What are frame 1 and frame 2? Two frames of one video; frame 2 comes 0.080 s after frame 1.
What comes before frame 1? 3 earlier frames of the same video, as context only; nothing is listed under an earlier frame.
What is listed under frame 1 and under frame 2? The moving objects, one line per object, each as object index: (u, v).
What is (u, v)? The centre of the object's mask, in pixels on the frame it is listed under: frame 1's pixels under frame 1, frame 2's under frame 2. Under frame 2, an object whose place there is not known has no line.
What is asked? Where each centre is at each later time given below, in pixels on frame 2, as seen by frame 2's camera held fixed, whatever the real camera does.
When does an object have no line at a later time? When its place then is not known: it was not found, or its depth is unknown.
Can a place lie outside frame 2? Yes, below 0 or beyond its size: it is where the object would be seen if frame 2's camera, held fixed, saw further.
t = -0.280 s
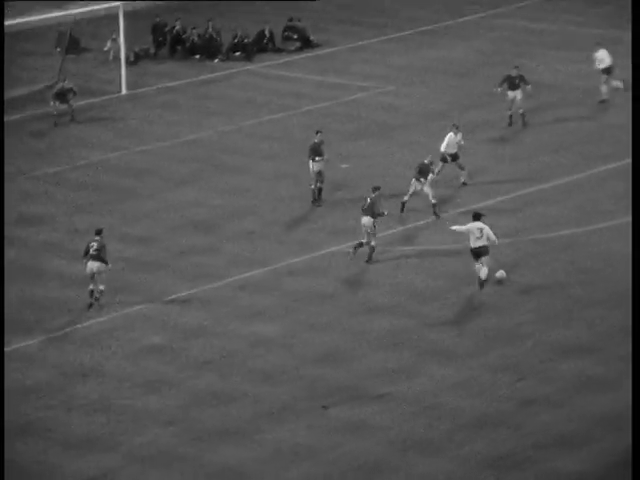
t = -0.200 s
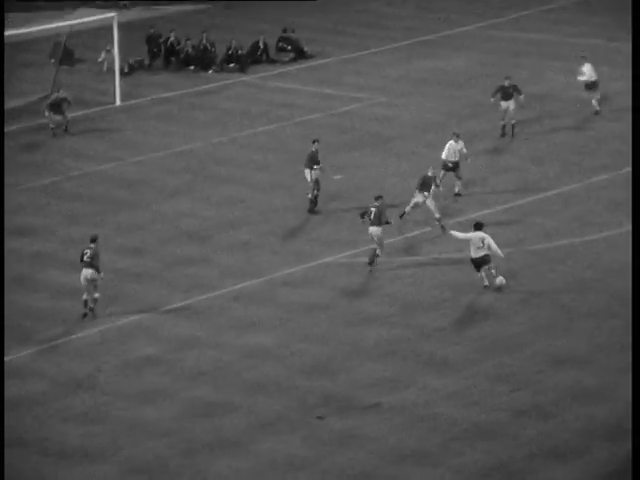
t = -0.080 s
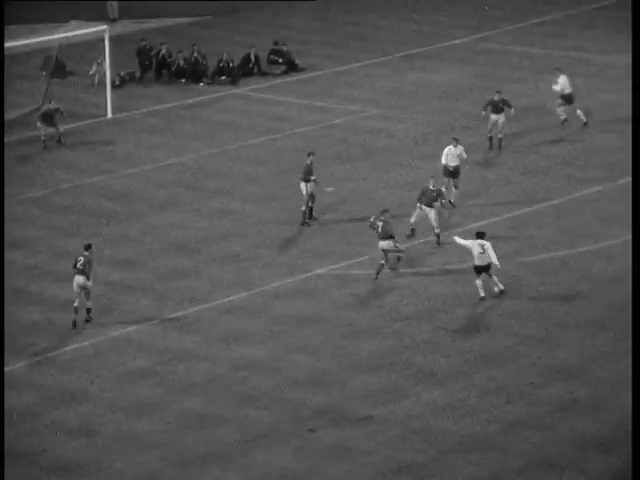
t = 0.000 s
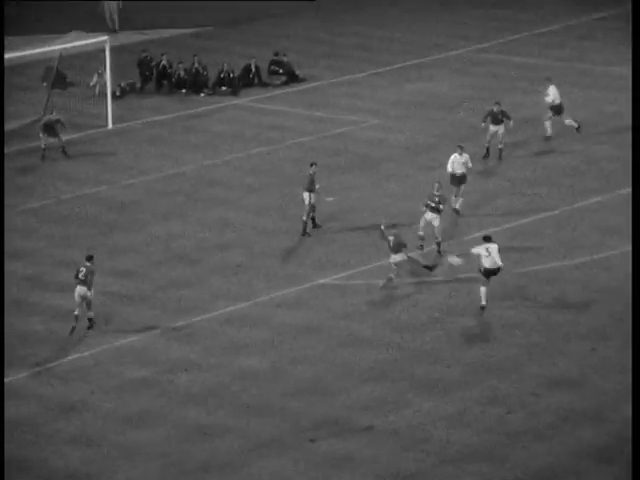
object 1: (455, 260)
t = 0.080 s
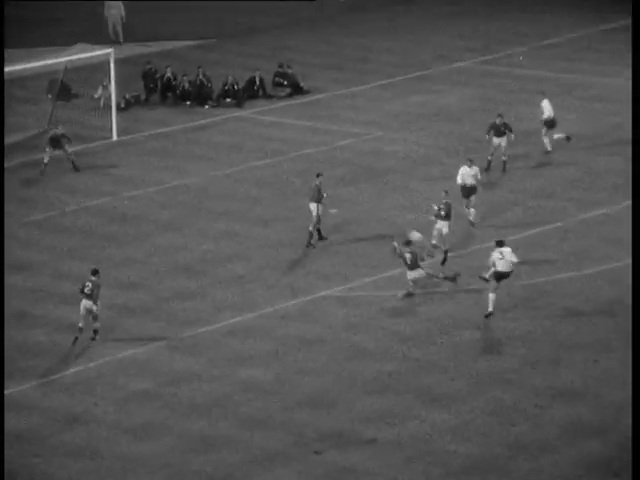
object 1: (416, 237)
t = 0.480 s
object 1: (245, 110)
